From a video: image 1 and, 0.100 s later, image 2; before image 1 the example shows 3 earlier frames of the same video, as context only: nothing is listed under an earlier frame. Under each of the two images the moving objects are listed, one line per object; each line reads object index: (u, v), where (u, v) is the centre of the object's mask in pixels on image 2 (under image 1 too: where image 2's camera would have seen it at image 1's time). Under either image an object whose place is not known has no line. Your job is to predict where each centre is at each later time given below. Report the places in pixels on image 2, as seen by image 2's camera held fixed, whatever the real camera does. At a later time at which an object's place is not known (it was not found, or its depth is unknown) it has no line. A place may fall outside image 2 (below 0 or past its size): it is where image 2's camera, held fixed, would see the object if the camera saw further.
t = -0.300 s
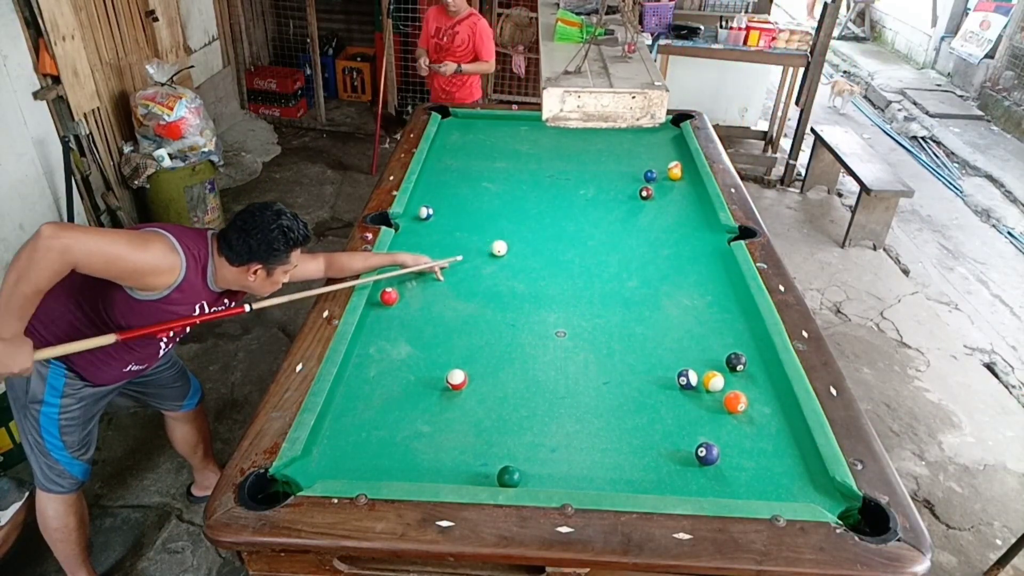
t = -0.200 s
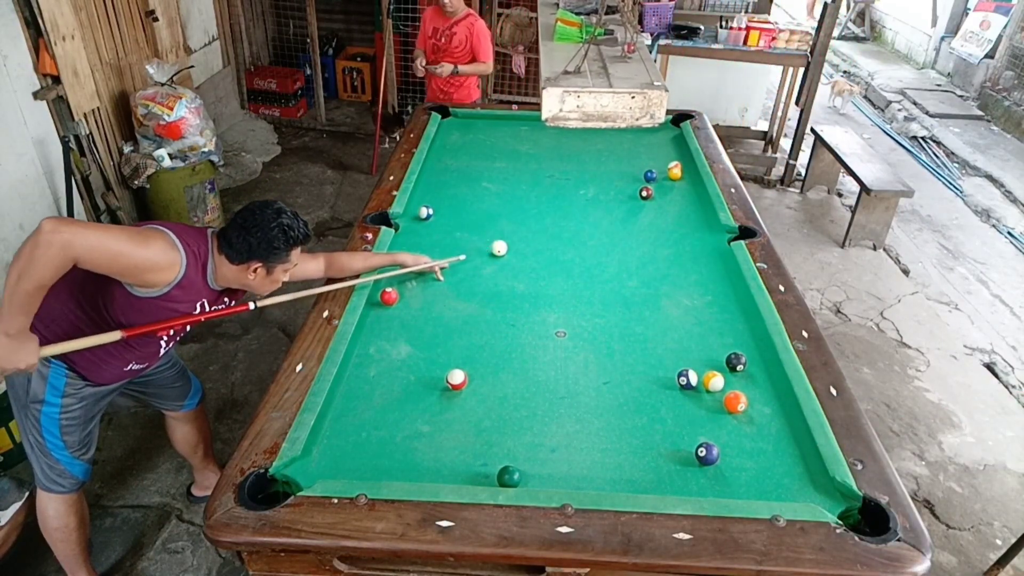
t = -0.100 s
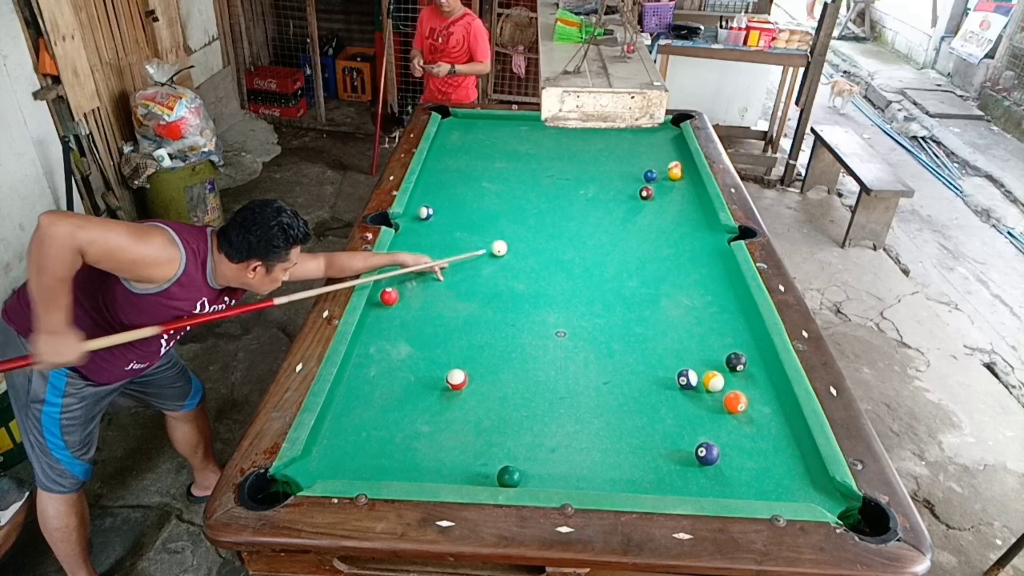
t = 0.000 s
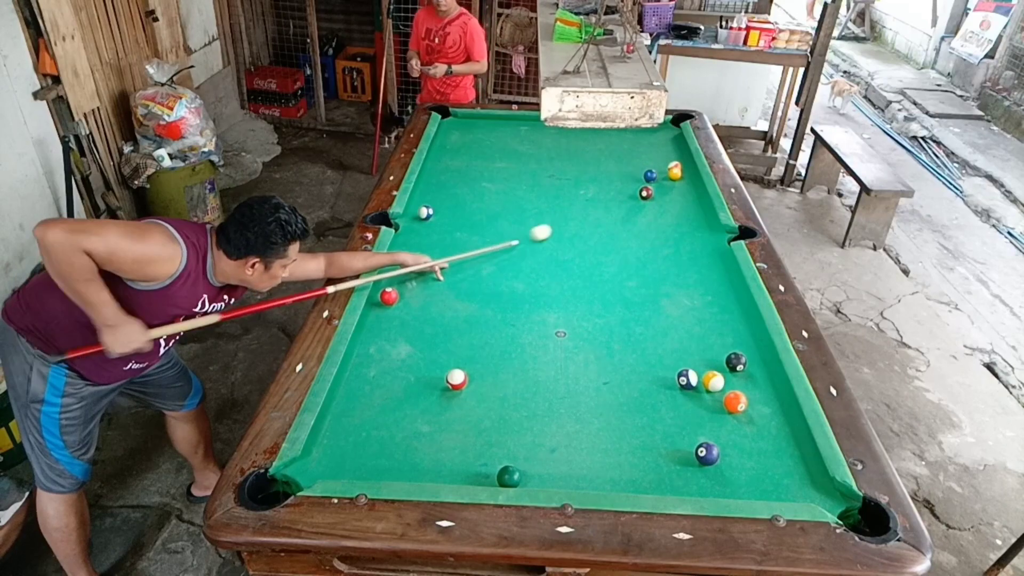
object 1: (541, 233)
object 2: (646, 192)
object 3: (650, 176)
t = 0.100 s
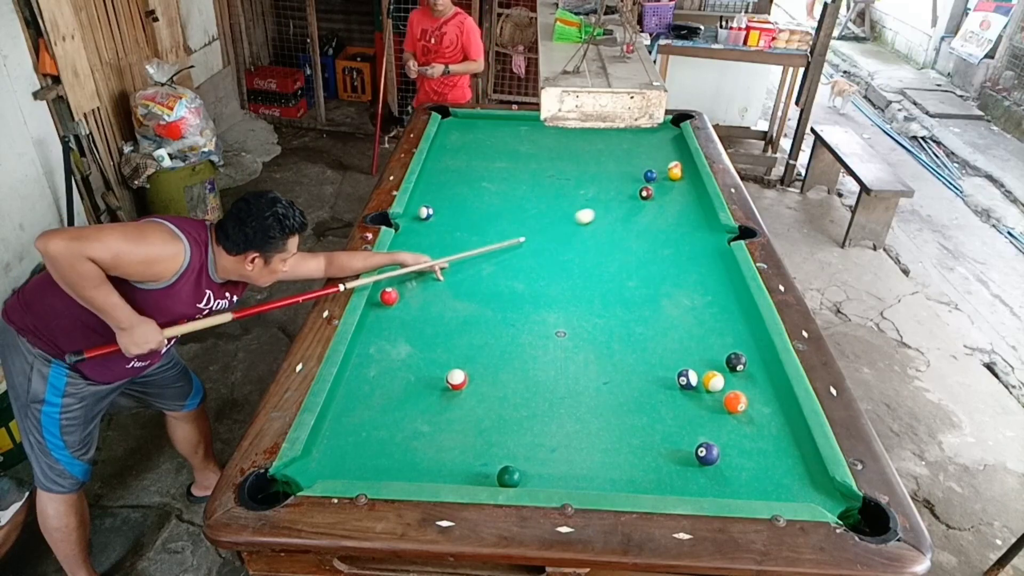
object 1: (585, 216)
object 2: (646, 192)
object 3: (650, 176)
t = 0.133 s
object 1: (597, 212)
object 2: (646, 192)
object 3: (651, 176)
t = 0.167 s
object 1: (610, 207)
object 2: (646, 192)
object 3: (651, 176)
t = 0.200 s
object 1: (622, 203)
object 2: (646, 192)
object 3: (650, 176)
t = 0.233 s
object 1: (633, 198)
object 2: (647, 192)
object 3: (650, 176)
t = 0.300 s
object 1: (641, 197)
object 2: (660, 186)
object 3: (650, 176)
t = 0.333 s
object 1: (644, 198)
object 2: (667, 182)
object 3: (651, 176)
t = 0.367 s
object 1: (647, 197)
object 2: (674, 179)
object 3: (651, 176)
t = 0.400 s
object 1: (651, 197)
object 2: (679, 180)
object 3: (651, 176)
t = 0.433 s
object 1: (655, 196)
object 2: (684, 180)
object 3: (650, 176)
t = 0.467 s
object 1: (659, 196)
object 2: (688, 180)
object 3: (650, 176)
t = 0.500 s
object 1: (663, 195)
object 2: (693, 180)
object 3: (651, 176)
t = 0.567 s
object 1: (671, 194)
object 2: (696, 180)
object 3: (651, 176)
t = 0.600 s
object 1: (675, 193)
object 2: (693, 180)
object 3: (651, 176)
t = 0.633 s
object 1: (679, 193)
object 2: (691, 181)
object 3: (651, 176)
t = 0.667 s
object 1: (682, 192)
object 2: (689, 181)
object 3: (651, 176)
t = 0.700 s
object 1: (686, 192)
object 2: (686, 181)
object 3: (651, 176)
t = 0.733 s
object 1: (690, 191)
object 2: (684, 181)
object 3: (651, 176)
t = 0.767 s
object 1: (694, 190)
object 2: (682, 181)
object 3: (651, 176)
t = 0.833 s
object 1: (700, 189)
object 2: (679, 182)
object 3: (651, 176)
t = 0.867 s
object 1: (698, 188)
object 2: (677, 182)
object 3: (651, 176)
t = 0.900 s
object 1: (696, 188)
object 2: (675, 182)
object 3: (651, 176)
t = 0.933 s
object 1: (694, 188)
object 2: (673, 182)
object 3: (651, 176)
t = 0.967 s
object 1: (691, 187)
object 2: (671, 182)
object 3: (651, 176)
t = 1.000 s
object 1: (690, 187)
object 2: (669, 183)
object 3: (651, 176)
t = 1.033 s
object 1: (688, 186)
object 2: (668, 183)
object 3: (650, 176)
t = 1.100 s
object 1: (684, 185)
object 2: (664, 183)
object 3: (650, 176)
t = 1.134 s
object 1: (682, 185)
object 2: (663, 183)
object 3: (650, 176)
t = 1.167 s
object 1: (680, 185)
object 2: (661, 184)
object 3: (650, 175)
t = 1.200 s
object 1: (678, 184)
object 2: (659, 184)
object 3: (650, 175)
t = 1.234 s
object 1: (676, 184)
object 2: (657, 185)
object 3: (650, 175)
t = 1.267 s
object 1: (674, 184)
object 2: (655, 185)
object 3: (650, 175)
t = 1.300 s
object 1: (672, 183)
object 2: (654, 186)
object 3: (650, 175)
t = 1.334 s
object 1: (671, 183)
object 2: (652, 186)
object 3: (650, 175)
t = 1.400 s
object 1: (667, 182)
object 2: (649, 186)
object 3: (650, 175)
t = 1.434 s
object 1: (666, 182)
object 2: (647, 186)
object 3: (650, 175)
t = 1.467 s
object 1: (664, 182)
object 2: (646, 186)
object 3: (650, 175)
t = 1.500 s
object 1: (662, 181)
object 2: (644, 186)
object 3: (650, 175)
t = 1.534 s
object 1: (661, 181)
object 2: (642, 187)
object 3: (650, 175)
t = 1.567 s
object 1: (659, 181)
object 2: (641, 187)
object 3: (649, 175)
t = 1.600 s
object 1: (659, 181)
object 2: (639, 187)
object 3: (649, 175)
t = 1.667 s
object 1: (657, 181)
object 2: (636, 187)
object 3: (647, 174)
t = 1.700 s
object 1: (657, 181)
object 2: (635, 187)
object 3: (647, 174)
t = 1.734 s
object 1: (656, 181)
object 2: (634, 187)
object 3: (646, 174)
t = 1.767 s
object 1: (655, 181)
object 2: (632, 188)
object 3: (646, 174)
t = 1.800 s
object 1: (655, 181)
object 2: (631, 188)
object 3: (645, 173)
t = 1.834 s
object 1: (654, 181)
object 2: (629, 188)
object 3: (645, 173)
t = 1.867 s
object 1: (654, 181)
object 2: (628, 188)
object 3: (645, 173)
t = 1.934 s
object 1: (653, 181)
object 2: (625, 189)
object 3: (644, 173)
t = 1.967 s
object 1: (653, 181)
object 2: (624, 189)
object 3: (643, 173)
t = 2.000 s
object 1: (652, 181)
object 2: (623, 189)
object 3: (643, 172)
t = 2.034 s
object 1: (652, 181)
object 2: (621, 189)
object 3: (643, 172)
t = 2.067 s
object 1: (651, 181)
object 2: (620, 190)
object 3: (642, 172)
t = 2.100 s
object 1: (651, 181)
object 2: (619, 190)
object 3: (642, 172)
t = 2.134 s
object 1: (651, 181)
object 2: (617, 190)
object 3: (642, 172)
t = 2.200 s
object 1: (650, 181)
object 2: (615, 190)
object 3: (641, 172)
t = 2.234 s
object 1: (649, 181)
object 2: (614, 190)
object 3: (641, 171)
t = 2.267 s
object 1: (649, 181)
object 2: (613, 190)
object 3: (640, 171)
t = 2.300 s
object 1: (649, 181)
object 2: (612, 190)
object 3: (640, 171)
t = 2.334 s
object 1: (648, 181)
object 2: (611, 191)
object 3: (640, 171)
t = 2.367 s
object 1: (648, 181)
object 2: (610, 191)
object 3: (640, 171)
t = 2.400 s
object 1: (648, 181)
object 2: (609, 191)
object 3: (640, 171)
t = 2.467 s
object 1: (648, 182)
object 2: (607, 191)
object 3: (639, 171)
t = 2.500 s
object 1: (647, 182)
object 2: (606, 191)
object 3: (639, 171)
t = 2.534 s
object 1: (647, 182)
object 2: (605, 191)
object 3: (639, 171)
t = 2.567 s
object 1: (647, 182)
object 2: (604, 192)
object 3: (639, 171)
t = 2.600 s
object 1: (647, 182)
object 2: (603, 192)
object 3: (638, 171)
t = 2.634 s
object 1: (647, 182)
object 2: (602, 192)
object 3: (638, 170)
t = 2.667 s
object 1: (647, 182)
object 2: (601, 192)
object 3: (638, 170)
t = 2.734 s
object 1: (647, 182)
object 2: (599, 192)
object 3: (638, 170)
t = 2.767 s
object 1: (647, 182)
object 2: (598, 192)
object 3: (638, 170)
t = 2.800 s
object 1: (647, 182)
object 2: (597, 193)
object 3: (638, 170)
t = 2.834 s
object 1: (647, 182)
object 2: (597, 193)
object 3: (638, 170)
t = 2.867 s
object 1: (647, 182)
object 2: (596, 193)
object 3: (638, 170)
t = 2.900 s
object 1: (647, 182)
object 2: (595, 193)
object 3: (638, 170)
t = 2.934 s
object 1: (646, 182)
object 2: (594, 193)
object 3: (638, 170)
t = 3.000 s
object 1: (646, 182)
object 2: (593, 193)
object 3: (638, 170)
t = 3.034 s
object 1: (646, 182)
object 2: (592, 193)
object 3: (638, 170)
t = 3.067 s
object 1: (646, 182)
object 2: (592, 193)
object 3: (638, 170)
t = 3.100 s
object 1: (646, 182)
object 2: (591, 194)
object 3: (638, 170)
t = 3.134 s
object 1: (646, 182)
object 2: (590, 194)
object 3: (638, 170)
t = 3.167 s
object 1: (646, 182)
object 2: (590, 194)
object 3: (638, 170)
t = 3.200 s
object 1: (646, 182)
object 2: (589, 194)
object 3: (638, 170)
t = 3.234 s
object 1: (646, 182)
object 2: (589, 194)
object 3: (638, 170)
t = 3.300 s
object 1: (646, 182)
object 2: (588, 194)
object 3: (638, 170)
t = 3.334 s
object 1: (646, 182)
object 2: (587, 194)
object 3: (638, 170)
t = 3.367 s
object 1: (646, 182)
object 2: (587, 194)
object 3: (638, 170)
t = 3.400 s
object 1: (646, 182)
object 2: (586, 194)
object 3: (638, 170)
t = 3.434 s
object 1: (646, 182)
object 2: (586, 194)
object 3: (638, 170)
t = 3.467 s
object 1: (646, 182)
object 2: (585, 194)
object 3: (638, 170)
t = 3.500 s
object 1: (646, 182)
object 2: (585, 194)
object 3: (638, 170)
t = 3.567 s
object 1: (646, 182)
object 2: (584, 194)
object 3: (638, 170)
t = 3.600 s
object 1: (646, 182)
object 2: (584, 194)
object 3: (638, 170)
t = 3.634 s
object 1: (646, 182)
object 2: (583, 195)
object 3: (638, 170)
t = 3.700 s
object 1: (646, 182)
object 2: (583, 195)
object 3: (638, 170)
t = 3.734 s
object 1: (646, 182)
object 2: (583, 195)
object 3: (638, 170)
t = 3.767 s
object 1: (646, 182)
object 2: (583, 195)
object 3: (638, 170)
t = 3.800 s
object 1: (646, 182)
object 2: (582, 195)
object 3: (638, 170)
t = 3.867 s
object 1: (646, 182)
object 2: (582, 195)
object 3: (638, 170)
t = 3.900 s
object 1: (646, 182)
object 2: (582, 195)
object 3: (638, 170)
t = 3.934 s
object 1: (646, 182)
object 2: (582, 195)
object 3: (638, 170)
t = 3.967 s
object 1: (646, 182)
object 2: (582, 195)
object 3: (638, 170)
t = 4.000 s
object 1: (646, 182)
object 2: (582, 195)
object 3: (638, 170)
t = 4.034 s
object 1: (646, 182)
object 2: (582, 195)
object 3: (638, 170)
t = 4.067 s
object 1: (646, 182)
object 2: (582, 195)
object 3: (638, 170)
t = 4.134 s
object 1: (646, 182)
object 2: (582, 195)
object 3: (638, 170)
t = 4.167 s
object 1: (646, 182)
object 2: (582, 195)
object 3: (638, 170)
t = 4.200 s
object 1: (646, 182)
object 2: (582, 195)
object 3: (638, 170)
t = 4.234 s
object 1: (646, 182)
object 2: (582, 195)
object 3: (638, 170)
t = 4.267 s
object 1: (646, 182)
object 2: (582, 195)
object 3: (638, 170)
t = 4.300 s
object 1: (646, 182)
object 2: (582, 195)
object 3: (638, 170)
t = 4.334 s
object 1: (646, 182)
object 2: (582, 195)
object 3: (638, 170)
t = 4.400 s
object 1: (646, 182)
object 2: (582, 195)
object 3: (638, 170)
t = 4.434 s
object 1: (646, 182)
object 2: (582, 195)
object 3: (638, 170)
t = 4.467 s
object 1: (646, 182)
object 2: (582, 195)
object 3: (638, 170)
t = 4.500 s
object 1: (646, 182)
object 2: (582, 195)
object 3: (638, 170)
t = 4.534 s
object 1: (646, 182)
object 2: (582, 195)
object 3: (638, 170)
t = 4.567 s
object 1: (646, 182)
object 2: (582, 195)
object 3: (638, 170)
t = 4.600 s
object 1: (646, 182)
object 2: (582, 195)
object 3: (638, 170)
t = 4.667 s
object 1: (646, 182)
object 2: (582, 195)
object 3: (638, 170)
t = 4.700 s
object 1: (646, 182)
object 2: (582, 195)
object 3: (638, 170)
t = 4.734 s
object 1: (646, 182)
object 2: (582, 195)
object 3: (638, 170)
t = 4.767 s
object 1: (646, 182)
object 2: (582, 195)
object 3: (638, 170)
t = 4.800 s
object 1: (646, 182)
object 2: (582, 195)
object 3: (638, 170)
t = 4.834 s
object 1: (646, 182)
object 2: (582, 195)
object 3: (638, 170)
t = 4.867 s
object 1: (646, 182)
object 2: (582, 195)
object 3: (638, 170)
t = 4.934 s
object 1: (646, 182)
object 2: (582, 195)
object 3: (638, 170)
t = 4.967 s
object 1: (646, 182)
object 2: (582, 195)
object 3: (638, 170)
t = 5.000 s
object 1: (646, 182)
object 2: (582, 196)
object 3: (638, 170)
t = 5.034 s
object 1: (646, 182)
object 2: (582, 195)
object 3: (638, 170)
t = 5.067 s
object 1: (646, 182)
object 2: (582, 196)
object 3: (638, 170)
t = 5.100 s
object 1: (646, 182)
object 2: (582, 195)
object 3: (638, 170)
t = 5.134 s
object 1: (646, 182)
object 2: (582, 196)
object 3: (638, 170)
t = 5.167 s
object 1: (646, 182)
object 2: (582, 196)
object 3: (638, 170)
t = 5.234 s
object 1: (646, 182)
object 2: (582, 196)
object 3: (638, 170)
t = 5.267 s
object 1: (646, 182)
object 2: (582, 196)
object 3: (638, 170)
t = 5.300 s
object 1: (646, 182)
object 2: (582, 195)
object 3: (638, 170)
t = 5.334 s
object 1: (646, 182)
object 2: (582, 195)
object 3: (638, 170)
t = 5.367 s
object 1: (646, 182)
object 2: (582, 196)
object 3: (638, 170)
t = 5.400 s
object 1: (646, 182)
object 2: (582, 196)
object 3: (638, 170)
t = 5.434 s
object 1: (646, 182)
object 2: (582, 196)
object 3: (638, 170)
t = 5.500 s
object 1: (646, 182)
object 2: (582, 196)
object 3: (638, 170)
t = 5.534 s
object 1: (646, 182)
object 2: (582, 195)
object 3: (638, 170)
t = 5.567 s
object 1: (646, 182)
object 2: (582, 196)
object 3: (638, 170)
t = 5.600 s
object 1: (646, 182)
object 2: (582, 196)
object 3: (638, 170)
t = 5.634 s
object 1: (646, 182)
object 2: (582, 196)
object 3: (638, 170)
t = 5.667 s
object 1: (646, 182)
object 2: (582, 196)
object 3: (638, 170)
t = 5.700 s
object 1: (646, 182)
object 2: (582, 196)
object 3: (638, 170)
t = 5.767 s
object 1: (646, 182)
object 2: (582, 196)
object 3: (638, 170)
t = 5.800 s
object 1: (646, 182)
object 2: (582, 195)
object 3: (638, 170)
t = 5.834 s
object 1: (646, 182)
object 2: (582, 196)
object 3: (638, 170)
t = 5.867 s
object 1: (646, 182)
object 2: (582, 196)
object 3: (638, 170)
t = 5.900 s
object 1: (646, 182)
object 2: (582, 195)
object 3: (638, 170)
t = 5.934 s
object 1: (646, 182)
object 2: (582, 195)
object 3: (638, 170)
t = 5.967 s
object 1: (646, 182)
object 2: (582, 196)
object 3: (638, 170)
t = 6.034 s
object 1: (646, 182)
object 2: (582, 195)
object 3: (638, 170)
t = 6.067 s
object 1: (646, 182)
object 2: (582, 195)
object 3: (638, 170)
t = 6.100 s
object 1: (646, 182)
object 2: (582, 195)
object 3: (638, 170)
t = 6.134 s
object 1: (646, 182)
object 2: (582, 195)
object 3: (638, 170)
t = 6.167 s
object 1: (646, 182)
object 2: (582, 195)
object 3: (638, 170)
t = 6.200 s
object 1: (646, 182)
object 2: (582, 195)
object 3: (638, 170)
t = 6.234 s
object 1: (646, 182)
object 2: (582, 195)
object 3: (638, 170)
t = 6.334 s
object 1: (646, 182)
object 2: (582, 195)
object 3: (638, 170)
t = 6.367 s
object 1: (646, 182)
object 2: (582, 195)
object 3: (638, 170)
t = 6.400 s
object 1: (646, 182)
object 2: (582, 195)
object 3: (638, 170)
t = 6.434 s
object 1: (646, 182)
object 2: (582, 195)
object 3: (638, 170)
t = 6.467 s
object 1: (646, 182)
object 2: (582, 195)
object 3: (638, 170)
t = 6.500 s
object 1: (646, 182)
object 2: (582, 195)
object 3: (638, 170)
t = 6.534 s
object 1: (646, 182)
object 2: (582, 196)
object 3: (638, 170)
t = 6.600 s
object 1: (646, 182)
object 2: (582, 195)
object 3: (638, 170)
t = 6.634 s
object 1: (646, 182)
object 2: (582, 195)
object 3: (638, 170)
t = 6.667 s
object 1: (646, 182)
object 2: (582, 196)
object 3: (638, 170)
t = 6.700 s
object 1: (646, 182)
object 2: (582, 195)
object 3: (638, 170)
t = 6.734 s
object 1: (646, 182)
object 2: (582, 196)
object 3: (638, 170)
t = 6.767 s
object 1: (646, 182)
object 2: (582, 195)
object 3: (638, 170)
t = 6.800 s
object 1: (646, 182)
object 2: (582, 195)
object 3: (638, 170)
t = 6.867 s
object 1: (646, 182)
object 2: (582, 196)
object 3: (638, 170)
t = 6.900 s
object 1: (646, 182)
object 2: (582, 196)
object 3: (638, 170)
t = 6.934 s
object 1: (646, 182)
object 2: (582, 196)
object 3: (638, 170)
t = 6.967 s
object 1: (646, 182)
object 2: (582, 196)
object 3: (638, 170)
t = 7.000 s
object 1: (646, 182)
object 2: (582, 196)
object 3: (638, 170)
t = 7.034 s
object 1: (646, 182)
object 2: (582, 196)
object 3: (638, 170)
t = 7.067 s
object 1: (646, 182)
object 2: (582, 196)
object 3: (638, 170)
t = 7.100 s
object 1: (646, 182)
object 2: (582, 196)
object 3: (638, 170)
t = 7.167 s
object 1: (646, 182)
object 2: (582, 196)
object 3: (638, 170)
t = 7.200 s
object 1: (646, 182)
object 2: (582, 196)
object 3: (638, 170)
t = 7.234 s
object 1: (646, 182)
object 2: (582, 196)
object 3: (638, 170)
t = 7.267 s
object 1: (646, 182)
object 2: (582, 196)
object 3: (638, 170)
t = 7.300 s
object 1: (646, 182)
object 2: (582, 196)
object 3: (638, 170)
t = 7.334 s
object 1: (646, 182)
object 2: (582, 196)
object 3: (638, 170)
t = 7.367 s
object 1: (646, 182)
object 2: (582, 196)
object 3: (638, 170)
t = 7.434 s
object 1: (646, 182)
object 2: (582, 196)
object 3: (638, 170)
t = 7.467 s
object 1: (646, 182)
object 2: (582, 196)
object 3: (638, 170)
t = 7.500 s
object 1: (646, 182)
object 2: (582, 196)
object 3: (638, 170)
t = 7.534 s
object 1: (646, 182)
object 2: (582, 196)
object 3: (638, 170)
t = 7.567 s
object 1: (646, 182)
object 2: (582, 196)
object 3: (638, 170)
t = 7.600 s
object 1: (646, 182)
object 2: (582, 196)
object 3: (638, 170)
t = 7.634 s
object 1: (646, 182)
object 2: (582, 196)
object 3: (638, 170)
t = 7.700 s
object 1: (646, 182)
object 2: (582, 196)
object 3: (638, 170)
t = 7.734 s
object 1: (646, 182)
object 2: (582, 196)
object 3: (638, 170)
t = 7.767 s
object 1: (646, 182)
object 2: (582, 196)
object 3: (638, 170)
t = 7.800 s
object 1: (646, 182)
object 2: (582, 196)
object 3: (638, 170)
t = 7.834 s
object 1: (646, 182)
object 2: (582, 196)
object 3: (638, 170)
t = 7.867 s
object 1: (646, 182)
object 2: (582, 196)
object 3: (638, 170)
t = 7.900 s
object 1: (646, 182)
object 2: (582, 196)
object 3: (638, 170)
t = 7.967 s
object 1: (646, 182)
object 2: (582, 196)
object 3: (638, 170)
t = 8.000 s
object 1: (646, 182)
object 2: (582, 196)
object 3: (638, 170)
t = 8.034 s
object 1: (646, 182)
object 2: (582, 196)
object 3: (638, 170)
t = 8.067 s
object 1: (646, 182)
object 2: (582, 196)
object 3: (638, 170)
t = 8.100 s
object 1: (646, 182)
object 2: (582, 196)
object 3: (638, 170)
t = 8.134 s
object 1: (646, 182)
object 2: (582, 196)
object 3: (638, 170)
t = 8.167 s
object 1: (646, 182)
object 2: (582, 196)
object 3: (638, 170)
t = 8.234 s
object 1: (646, 182)
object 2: (582, 196)
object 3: (638, 170)
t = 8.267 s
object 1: (646, 182)
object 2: (582, 196)
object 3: (638, 170)
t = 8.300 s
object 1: (646, 182)
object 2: (582, 196)
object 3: (638, 170)
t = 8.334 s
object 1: (646, 182)
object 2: (582, 196)
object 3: (638, 170)
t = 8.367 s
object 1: (646, 182)
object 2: (582, 196)
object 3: (638, 170)
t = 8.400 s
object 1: (646, 182)
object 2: (582, 196)
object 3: (638, 170)
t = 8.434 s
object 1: (646, 182)
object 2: (582, 196)
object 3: (638, 170)
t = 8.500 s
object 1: (646, 182)
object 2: (582, 196)
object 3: (638, 170)
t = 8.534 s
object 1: (646, 182)
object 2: (582, 196)
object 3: (638, 170)
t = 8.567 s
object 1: (646, 182)
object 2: (582, 196)
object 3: (638, 170)
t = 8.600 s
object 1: (646, 182)
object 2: (582, 196)
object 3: (638, 170)
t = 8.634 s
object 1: (646, 182)
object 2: (582, 196)
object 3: (638, 170)
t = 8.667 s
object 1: (646, 182)
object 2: (582, 196)
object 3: (638, 170)
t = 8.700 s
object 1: (646, 182)
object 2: (582, 196)
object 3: (638, 170)
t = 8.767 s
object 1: (646, 182)
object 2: (582, 196)
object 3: (638, 170)
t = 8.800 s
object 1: (646, 182)
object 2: (582, 196)
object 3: (638, 170)
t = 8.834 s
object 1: (646, 182)
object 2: (582, 196)
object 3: (638, 170)
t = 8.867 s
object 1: (646, 182)
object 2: (582, 196)
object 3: (638, 170)
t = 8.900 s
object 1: (646, 182)
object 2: (582, 196)
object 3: (638, 170)
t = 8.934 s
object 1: (646, 182)
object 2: (582, 196)
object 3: (638, 170)
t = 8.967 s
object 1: (646, 182)
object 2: (582, 196)
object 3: (638, 170)
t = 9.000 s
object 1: (646, 182)
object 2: (582, 196)
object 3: (638, 170)
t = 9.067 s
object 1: (646, 182)
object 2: (582, 196)
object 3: (638, 170)
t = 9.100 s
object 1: (646, 182)
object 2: (582, 196)
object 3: (638, 170)
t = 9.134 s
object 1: (646, 182)
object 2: (582, 196)
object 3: (638, 170)
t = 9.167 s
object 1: (646, 182)
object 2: (582, 196)
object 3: (638, 170)
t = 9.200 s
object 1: (646, 182)
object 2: (582, 196)
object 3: (638, 170)
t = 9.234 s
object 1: (646, 182)
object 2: (582, 195)
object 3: (638, 170)
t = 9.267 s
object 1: (646, 182)
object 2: (582, 196)
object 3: (638, 170)
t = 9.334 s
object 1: (646, 182)
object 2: (582, 196)
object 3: (638, 170)
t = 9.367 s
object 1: (646, 182)
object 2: (582, 196)
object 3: (638, 170)
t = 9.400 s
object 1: (646, 182)
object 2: (582, 196)
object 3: (638, 170)
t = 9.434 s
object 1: (646, 182)
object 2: (582, 195)
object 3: (638, 170)
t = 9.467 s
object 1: (646, 182)
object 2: (582, 195)
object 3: (638, 170)
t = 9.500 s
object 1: (646, 182)
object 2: (582, 196)
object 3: (638, 170)
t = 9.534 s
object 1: (646, 182)
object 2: (582, 195)
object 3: (638, 170)
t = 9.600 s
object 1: (646, 182)
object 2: (582, 196)
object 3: (638, 170)
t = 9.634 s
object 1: (646, 182)
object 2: (582, 195)
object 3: (638, 170)
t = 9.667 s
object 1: (646, 182)
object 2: (582, 196)
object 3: (638, 170)
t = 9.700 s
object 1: (646, 182)
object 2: (582, 195)
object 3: (638, 170)
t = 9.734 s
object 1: (646, 182)
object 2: (582, 195)
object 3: (638, 170)
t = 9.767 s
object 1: (646, 182)
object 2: (582, 195)
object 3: (638, 170)
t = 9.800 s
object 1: (646, 182)
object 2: (582, 195)
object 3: (638, 170)
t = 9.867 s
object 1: (646, 182)
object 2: (582, 195)
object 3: (638, 170)
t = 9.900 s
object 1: (646, 182)
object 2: (582, 195)
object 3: (638, 170)
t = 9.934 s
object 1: (646, 182)
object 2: (582, 195)
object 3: (638, 170)
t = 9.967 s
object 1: (646, 182)
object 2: (582, 195)
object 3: (638, 170)
